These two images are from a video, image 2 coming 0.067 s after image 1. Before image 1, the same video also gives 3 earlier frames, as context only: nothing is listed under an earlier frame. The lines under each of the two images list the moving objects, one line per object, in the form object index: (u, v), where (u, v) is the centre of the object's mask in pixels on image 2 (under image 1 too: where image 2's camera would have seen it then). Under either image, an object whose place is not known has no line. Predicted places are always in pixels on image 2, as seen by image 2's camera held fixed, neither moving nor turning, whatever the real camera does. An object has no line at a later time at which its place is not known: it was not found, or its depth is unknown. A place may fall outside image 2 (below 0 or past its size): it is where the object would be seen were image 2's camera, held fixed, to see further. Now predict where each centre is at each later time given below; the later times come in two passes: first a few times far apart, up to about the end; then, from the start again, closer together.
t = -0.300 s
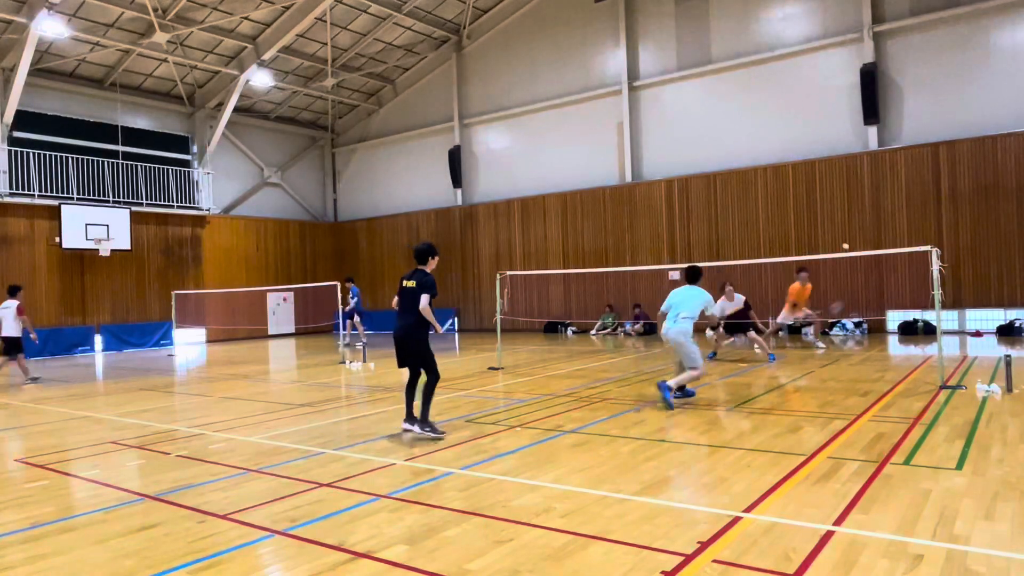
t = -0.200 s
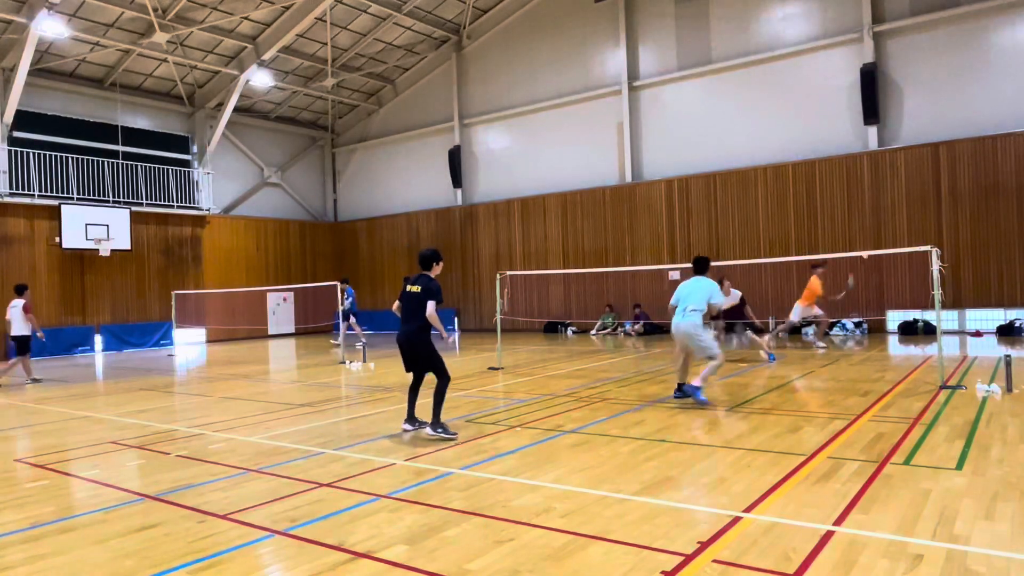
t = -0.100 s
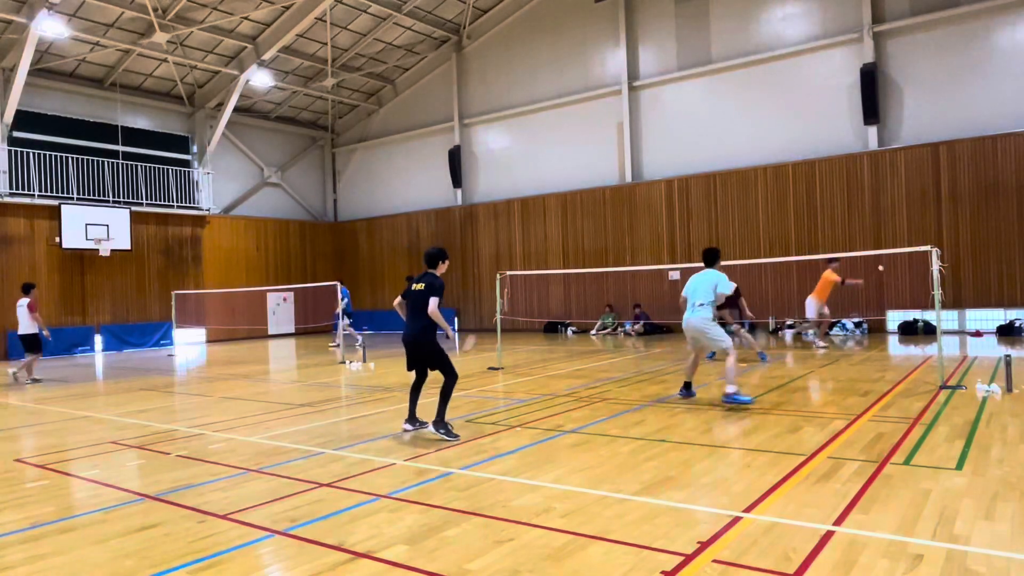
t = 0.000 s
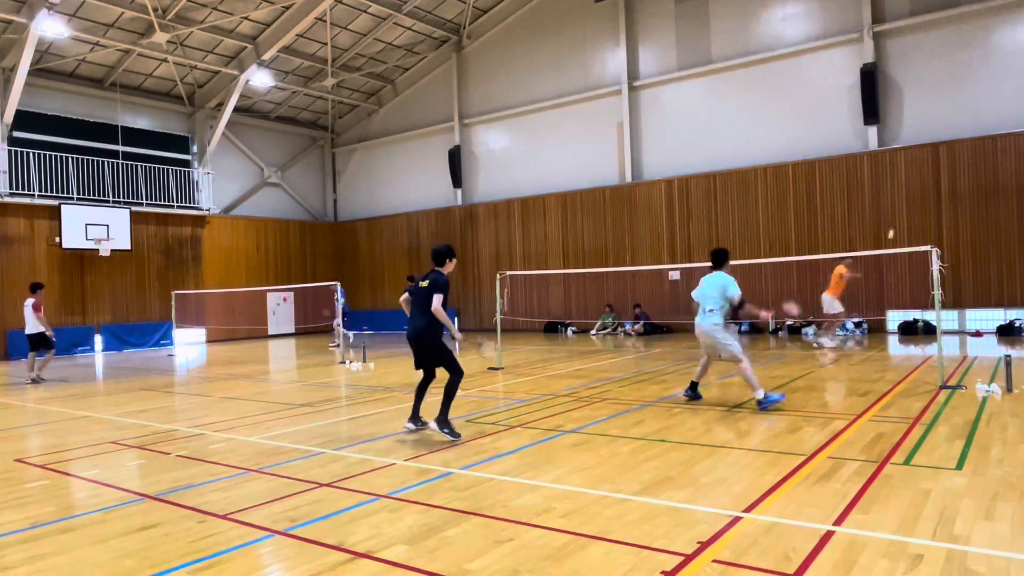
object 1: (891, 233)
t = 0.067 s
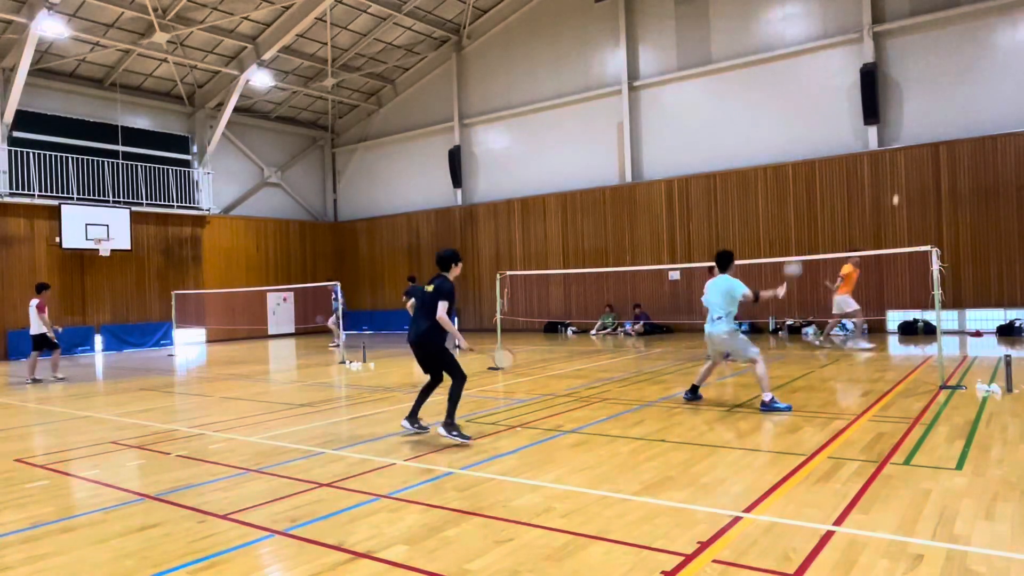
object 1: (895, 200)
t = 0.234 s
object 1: (902, 132)
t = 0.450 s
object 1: (914, 83)
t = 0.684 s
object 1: (926, 86)
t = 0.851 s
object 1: (933, 140)
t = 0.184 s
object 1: (900, 149)
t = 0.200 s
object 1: (901, 142)
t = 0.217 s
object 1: (901, 137)
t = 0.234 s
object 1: (902, 132)
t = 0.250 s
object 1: (903, 127)
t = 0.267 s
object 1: (904, 121)
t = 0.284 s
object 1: (905, 117)
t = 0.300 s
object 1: (906, 112)
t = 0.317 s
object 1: (907, 108)
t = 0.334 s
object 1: (908, 104)
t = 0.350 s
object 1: (908, 100)
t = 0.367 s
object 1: (910, 97)
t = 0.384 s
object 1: (911, 94)
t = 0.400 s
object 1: (912, 90)
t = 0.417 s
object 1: (913, 88)
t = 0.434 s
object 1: (914, 85)
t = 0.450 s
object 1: (914, 83)
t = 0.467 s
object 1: (915, 81)
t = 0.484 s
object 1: (916, 79)
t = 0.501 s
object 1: (918, 78)
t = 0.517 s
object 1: (918, 77)
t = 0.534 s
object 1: (919, 76)
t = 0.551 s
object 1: (920, 76)
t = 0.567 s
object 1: (921, 76)
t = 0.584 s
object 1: (921, 76)
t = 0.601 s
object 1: (922, 77)
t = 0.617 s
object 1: (923, 78)
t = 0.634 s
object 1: (924, 79)
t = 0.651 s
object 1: (924, 82)
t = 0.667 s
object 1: (925, 84)
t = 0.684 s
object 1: (926, 86)
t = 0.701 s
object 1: (926, 90)
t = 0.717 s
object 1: (927, 94)
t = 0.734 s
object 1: (928, 98)
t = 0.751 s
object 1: (928, 102)
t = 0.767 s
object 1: (929, 108)
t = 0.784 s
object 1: (930, 113)
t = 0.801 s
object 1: (931, 119)
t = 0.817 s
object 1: (931, 125)
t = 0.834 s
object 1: (932, 132)
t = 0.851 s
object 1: (933, 140)
